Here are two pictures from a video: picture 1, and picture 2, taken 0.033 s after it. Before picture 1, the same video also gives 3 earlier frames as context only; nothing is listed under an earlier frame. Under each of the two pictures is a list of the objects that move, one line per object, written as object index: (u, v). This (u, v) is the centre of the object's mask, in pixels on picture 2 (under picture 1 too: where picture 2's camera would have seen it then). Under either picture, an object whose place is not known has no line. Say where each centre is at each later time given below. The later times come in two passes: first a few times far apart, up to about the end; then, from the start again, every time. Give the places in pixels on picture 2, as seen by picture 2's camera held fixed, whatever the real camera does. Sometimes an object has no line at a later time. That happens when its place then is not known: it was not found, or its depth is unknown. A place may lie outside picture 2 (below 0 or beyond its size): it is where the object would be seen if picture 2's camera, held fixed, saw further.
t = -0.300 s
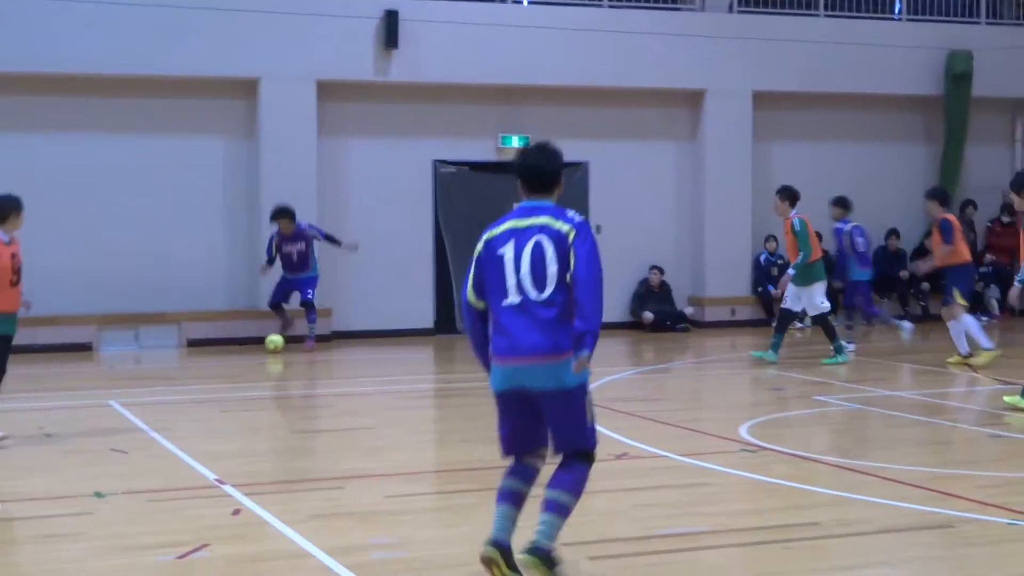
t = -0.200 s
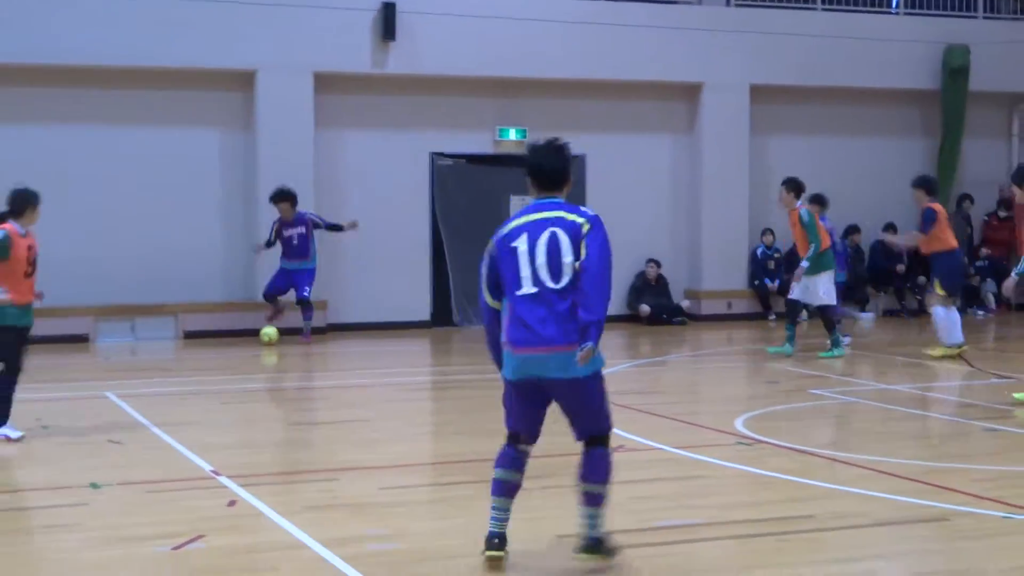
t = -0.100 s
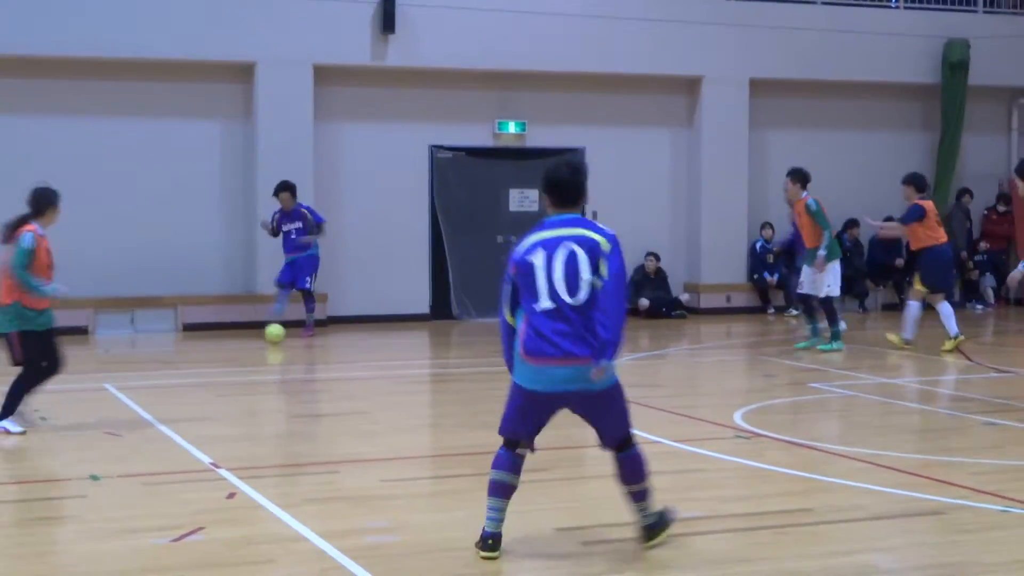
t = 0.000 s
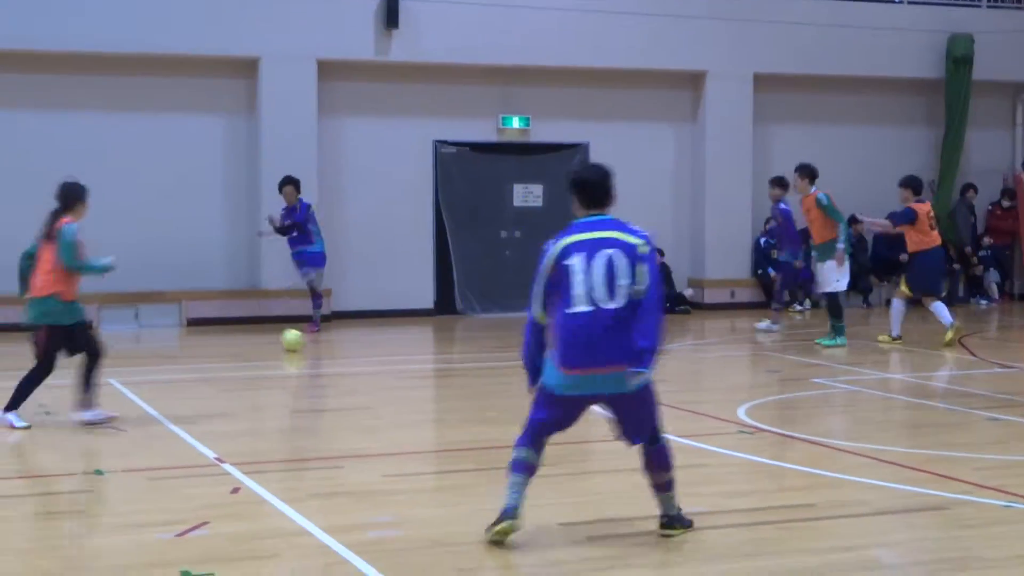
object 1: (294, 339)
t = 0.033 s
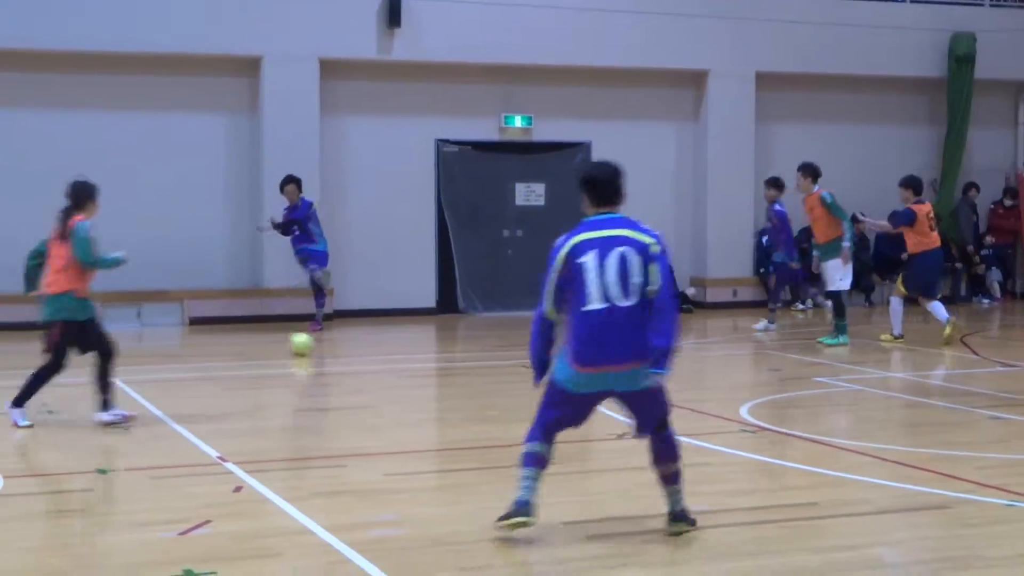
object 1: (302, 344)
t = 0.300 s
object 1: (358, 388)
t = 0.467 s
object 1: (411, 426)
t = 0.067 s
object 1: (307, 348)
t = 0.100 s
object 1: (312, 353)
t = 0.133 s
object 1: (320, 358)
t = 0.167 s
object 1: (326, 364)
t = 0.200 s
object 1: (334, 369)
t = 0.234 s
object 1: (341, 376)
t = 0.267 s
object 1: (349, 381)
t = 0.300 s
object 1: (358, 388)
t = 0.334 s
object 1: (368, 395)
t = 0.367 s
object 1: (378, 402)
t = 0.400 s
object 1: (388, 410)
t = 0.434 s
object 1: (400, 417)
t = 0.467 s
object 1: (411, 426)
